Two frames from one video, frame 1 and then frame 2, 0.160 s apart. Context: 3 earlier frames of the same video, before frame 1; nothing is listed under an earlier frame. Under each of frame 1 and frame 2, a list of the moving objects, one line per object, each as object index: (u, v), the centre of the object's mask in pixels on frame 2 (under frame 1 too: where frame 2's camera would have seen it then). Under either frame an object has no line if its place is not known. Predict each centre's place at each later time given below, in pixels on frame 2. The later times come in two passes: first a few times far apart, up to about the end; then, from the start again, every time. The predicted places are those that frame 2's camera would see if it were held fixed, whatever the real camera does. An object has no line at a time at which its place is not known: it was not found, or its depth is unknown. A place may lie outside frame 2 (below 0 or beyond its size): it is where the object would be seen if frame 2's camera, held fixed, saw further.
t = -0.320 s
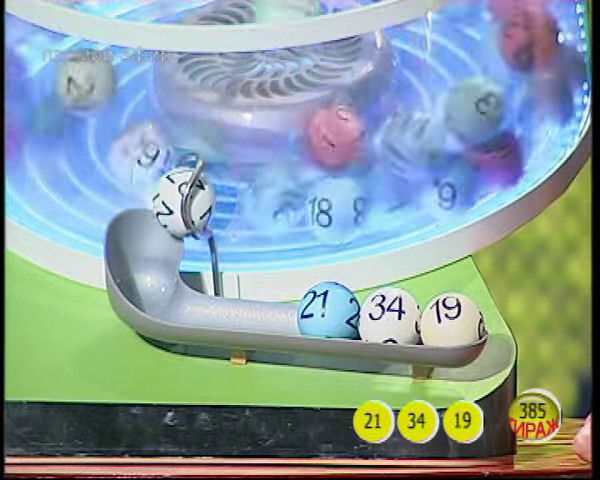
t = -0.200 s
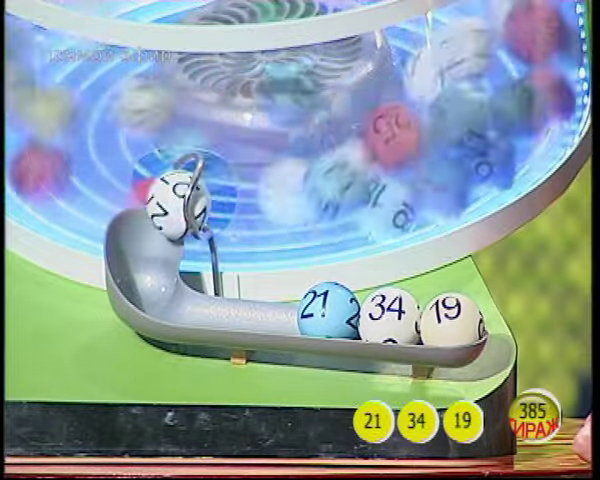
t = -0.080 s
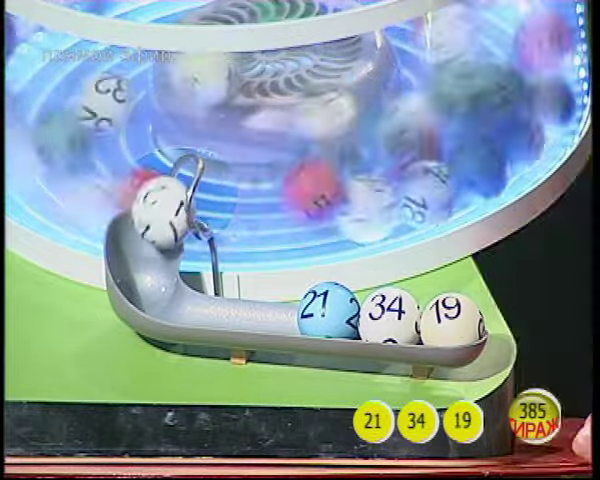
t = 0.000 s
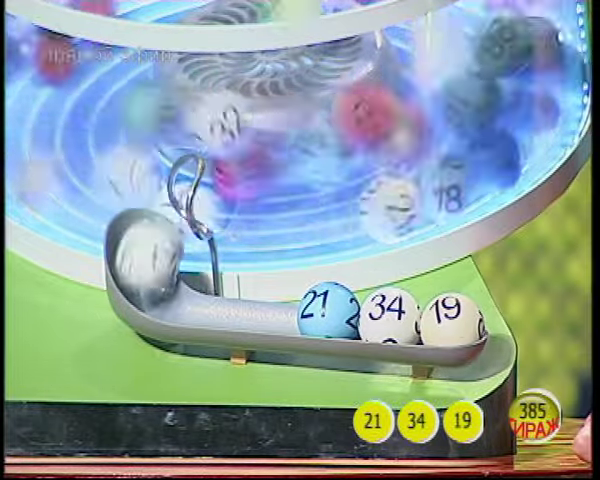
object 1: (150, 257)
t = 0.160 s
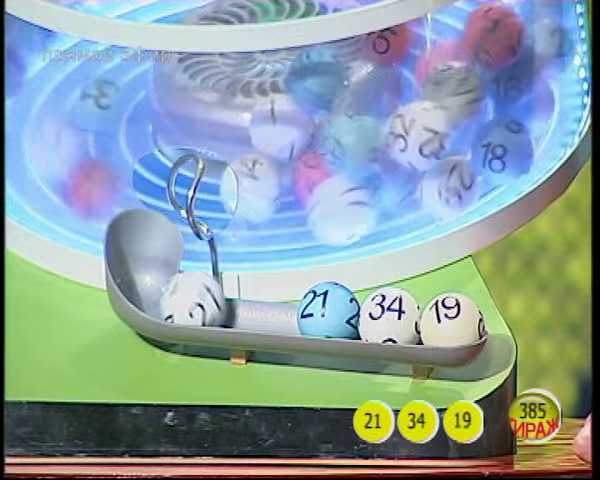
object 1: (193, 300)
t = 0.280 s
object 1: (248, 304)
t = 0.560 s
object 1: (264, 305)
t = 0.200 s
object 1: (209, 302)
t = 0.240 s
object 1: (229, 304)
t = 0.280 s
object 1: (248, 304)
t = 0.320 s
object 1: (265, 305)
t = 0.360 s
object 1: (265, 305)
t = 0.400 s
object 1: (265, 305)
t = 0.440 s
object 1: (265, 305)
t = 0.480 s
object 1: (264, 305)
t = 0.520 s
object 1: (264, 305)
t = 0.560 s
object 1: (264, 305)
